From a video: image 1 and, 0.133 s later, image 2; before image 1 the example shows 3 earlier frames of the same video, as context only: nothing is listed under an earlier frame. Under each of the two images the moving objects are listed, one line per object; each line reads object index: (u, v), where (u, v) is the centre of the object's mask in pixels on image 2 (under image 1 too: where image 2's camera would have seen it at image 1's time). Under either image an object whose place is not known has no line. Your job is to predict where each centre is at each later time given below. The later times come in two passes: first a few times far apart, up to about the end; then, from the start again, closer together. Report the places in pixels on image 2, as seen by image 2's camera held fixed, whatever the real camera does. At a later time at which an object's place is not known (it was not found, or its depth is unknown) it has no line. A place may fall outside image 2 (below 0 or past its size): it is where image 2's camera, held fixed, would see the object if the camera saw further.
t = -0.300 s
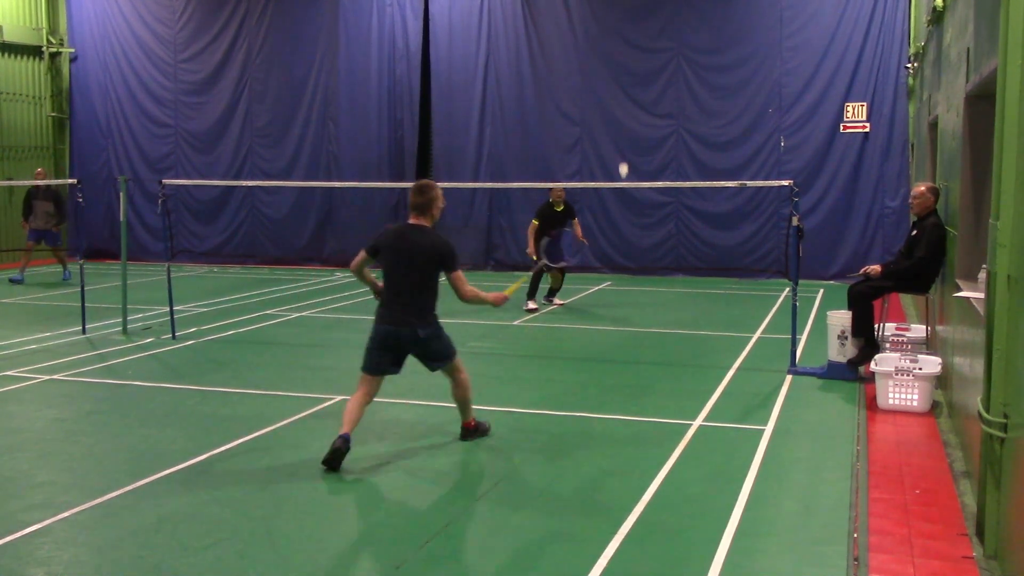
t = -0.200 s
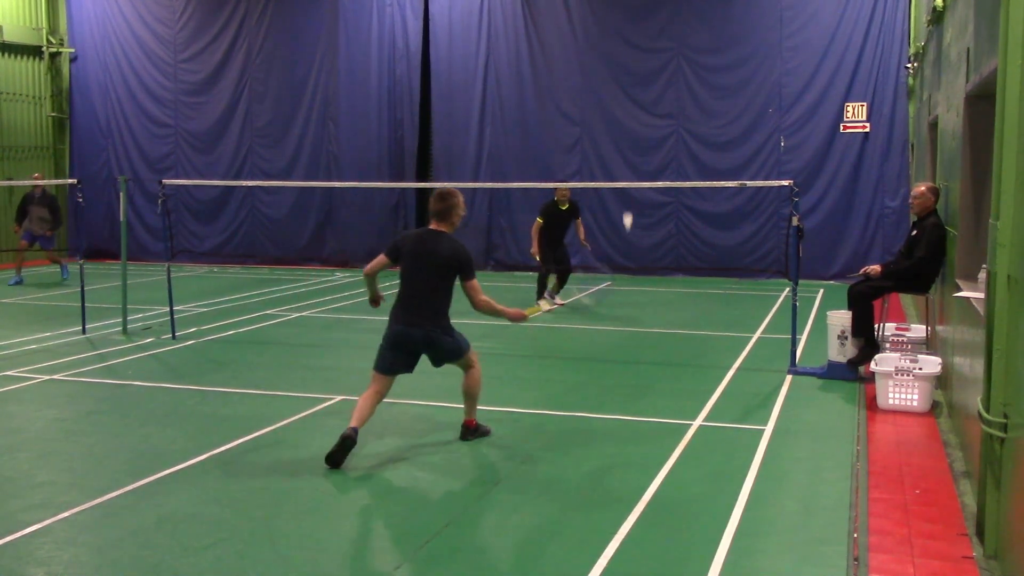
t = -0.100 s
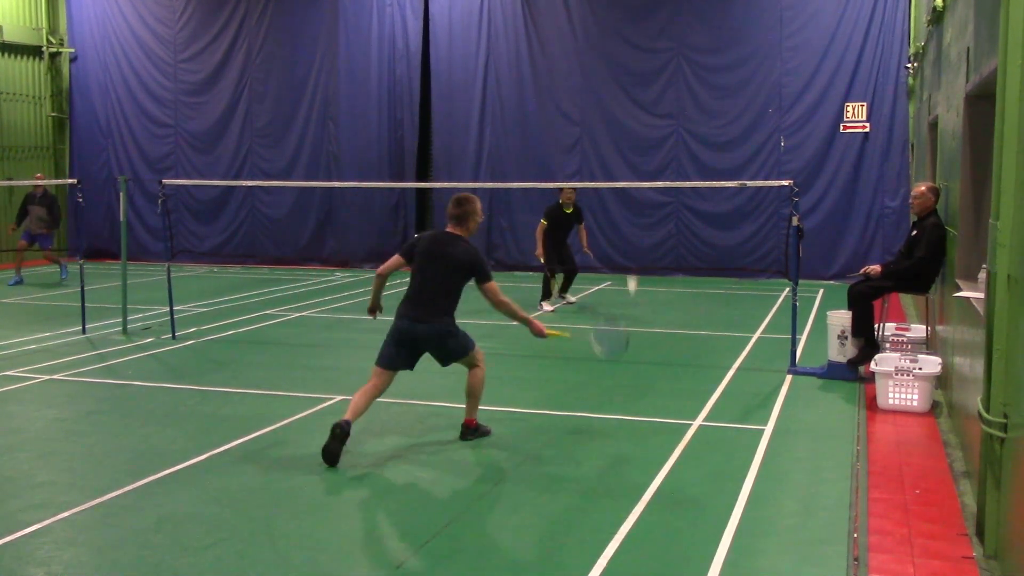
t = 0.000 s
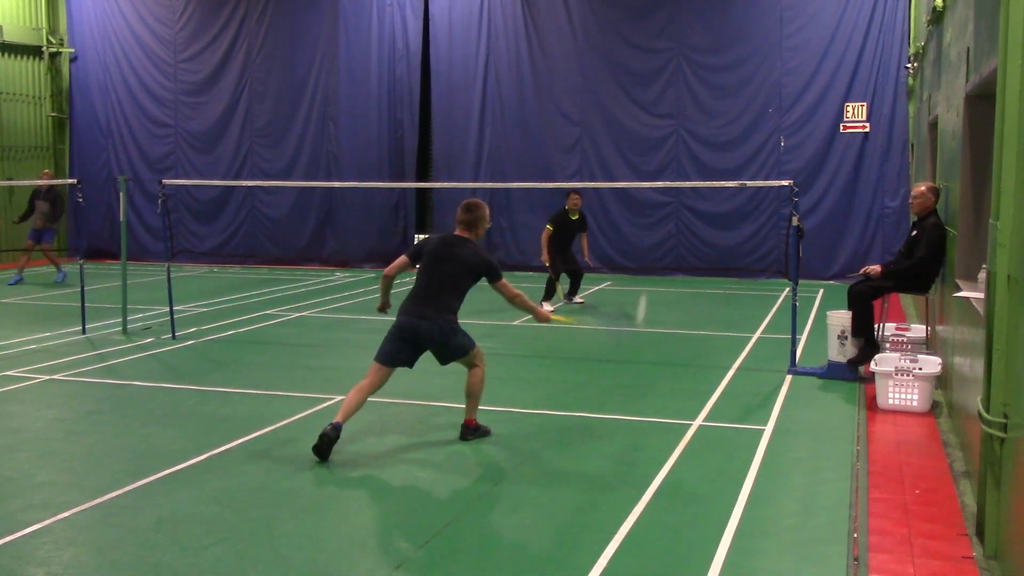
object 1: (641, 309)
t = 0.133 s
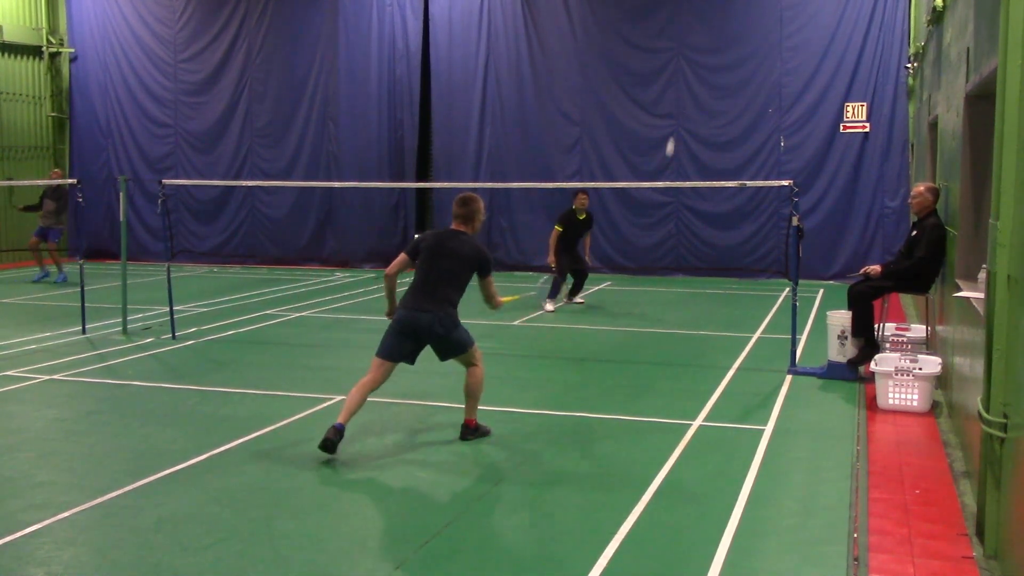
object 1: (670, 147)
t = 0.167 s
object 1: (674, 125)
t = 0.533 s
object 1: (697, 52)
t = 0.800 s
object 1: (707, 85)
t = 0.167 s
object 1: (674, 125)
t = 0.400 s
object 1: (691, 56)
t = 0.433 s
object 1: (693, 54)
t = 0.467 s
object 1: (694, 52)
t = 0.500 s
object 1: (696, 52)
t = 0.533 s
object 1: (697, 52)
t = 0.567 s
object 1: (698, 54)
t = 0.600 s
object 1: (699, 56)
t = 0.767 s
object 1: (705, 79)
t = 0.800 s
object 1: (707, 85)
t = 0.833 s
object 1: (708, 93)
